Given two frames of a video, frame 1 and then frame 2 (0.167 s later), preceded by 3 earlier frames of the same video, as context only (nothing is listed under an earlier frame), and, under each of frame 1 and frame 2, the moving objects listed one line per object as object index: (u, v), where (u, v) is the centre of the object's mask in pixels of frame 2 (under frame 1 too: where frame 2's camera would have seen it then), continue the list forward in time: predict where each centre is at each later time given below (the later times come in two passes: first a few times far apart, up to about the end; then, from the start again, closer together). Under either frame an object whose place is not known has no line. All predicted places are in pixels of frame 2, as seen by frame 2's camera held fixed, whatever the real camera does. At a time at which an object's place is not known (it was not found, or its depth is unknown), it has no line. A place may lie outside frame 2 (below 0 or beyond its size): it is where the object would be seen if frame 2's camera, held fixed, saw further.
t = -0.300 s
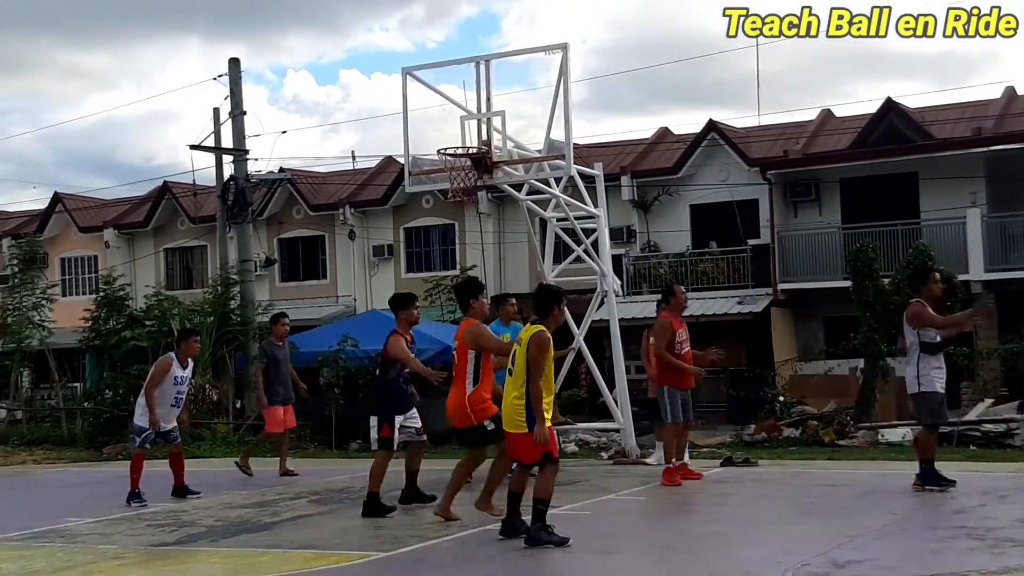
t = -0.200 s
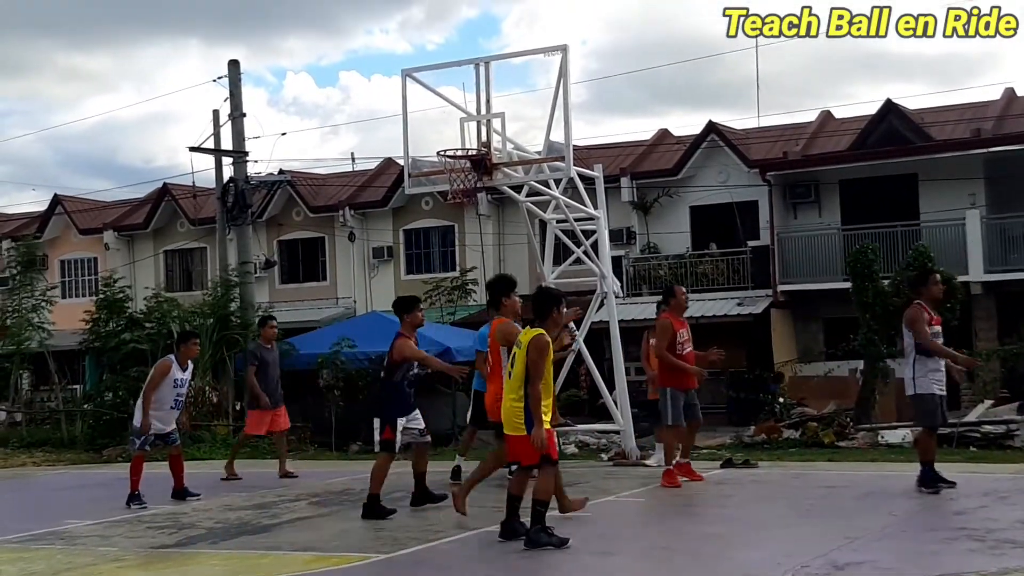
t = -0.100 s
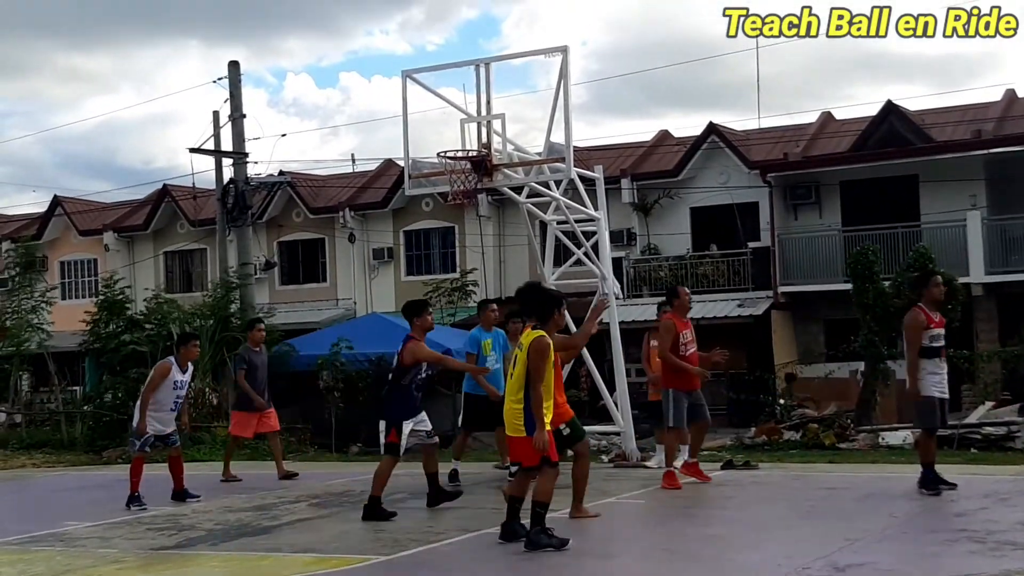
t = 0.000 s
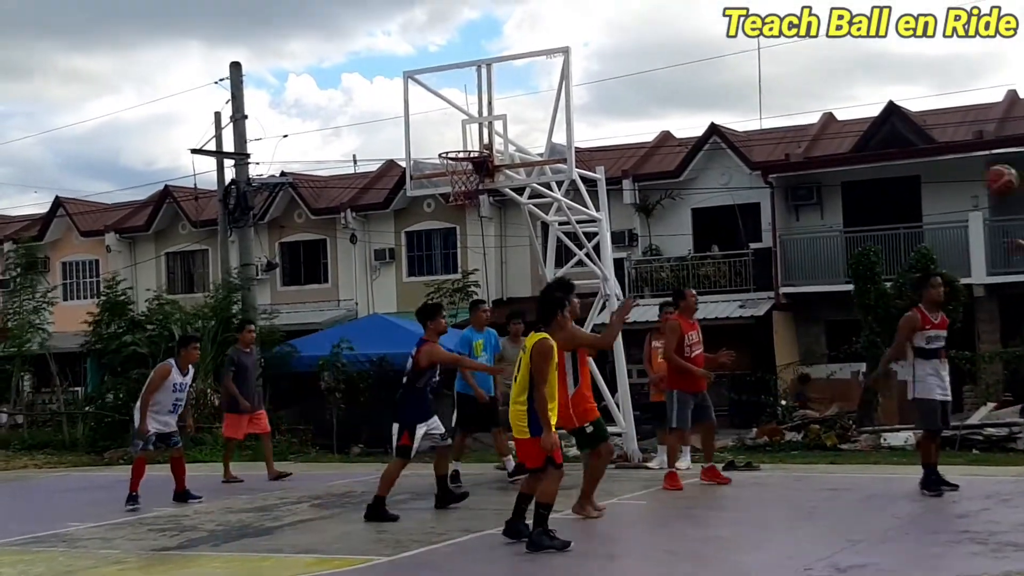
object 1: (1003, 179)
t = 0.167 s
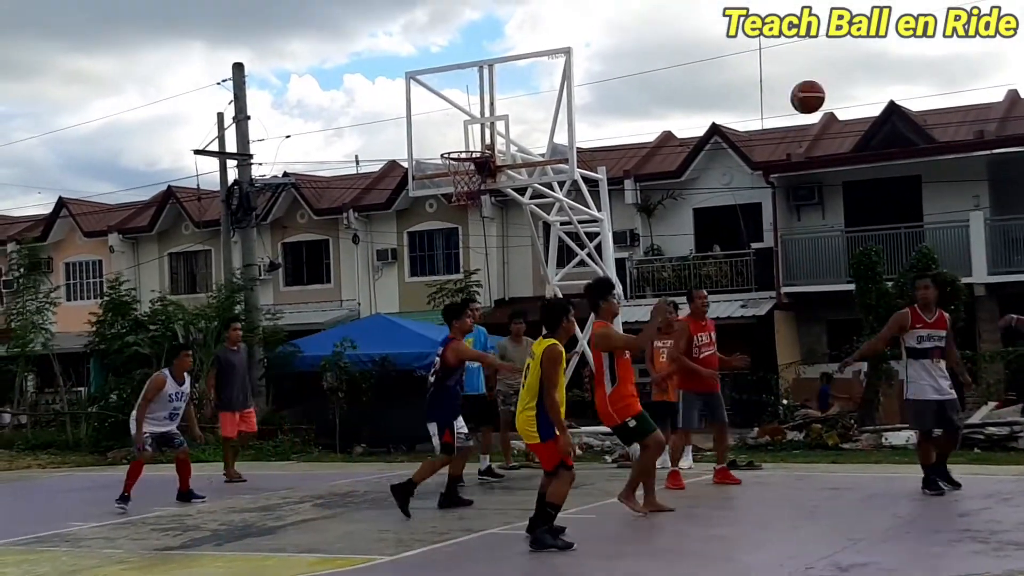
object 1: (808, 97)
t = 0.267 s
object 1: (685, 61)
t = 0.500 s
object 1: (376, 23)
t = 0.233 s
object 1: (726, 72)
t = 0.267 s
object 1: (685, 61)
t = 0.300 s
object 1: (643, 52)
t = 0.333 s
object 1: (601, 44)
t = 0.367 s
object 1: (557, 38)
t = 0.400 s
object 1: (513, 32)
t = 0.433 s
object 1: (469, 28)
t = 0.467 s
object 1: (423, 25)
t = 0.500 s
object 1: (376, 23)
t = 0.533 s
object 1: (329, 23)
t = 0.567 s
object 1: (280, 25)
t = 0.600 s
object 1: (231, 28)
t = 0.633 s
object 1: (180, 33)
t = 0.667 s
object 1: (127, 40)
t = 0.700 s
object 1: (74, 48)
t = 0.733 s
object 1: (19, 59)
